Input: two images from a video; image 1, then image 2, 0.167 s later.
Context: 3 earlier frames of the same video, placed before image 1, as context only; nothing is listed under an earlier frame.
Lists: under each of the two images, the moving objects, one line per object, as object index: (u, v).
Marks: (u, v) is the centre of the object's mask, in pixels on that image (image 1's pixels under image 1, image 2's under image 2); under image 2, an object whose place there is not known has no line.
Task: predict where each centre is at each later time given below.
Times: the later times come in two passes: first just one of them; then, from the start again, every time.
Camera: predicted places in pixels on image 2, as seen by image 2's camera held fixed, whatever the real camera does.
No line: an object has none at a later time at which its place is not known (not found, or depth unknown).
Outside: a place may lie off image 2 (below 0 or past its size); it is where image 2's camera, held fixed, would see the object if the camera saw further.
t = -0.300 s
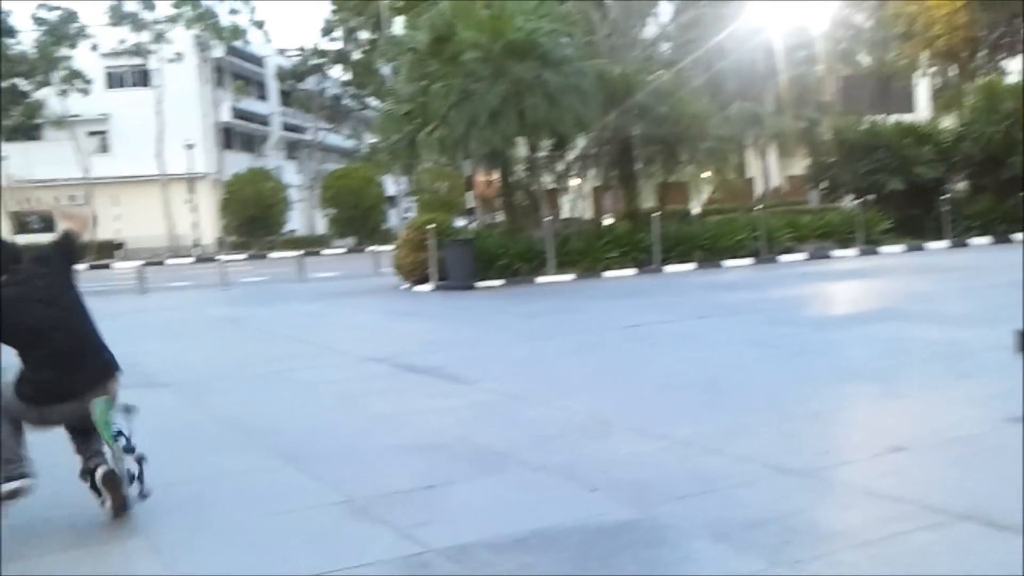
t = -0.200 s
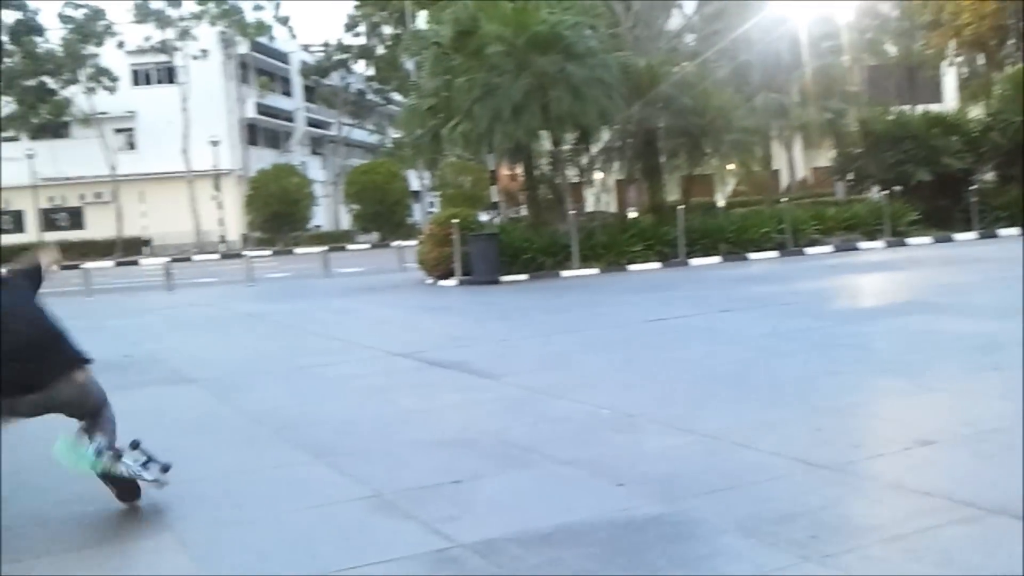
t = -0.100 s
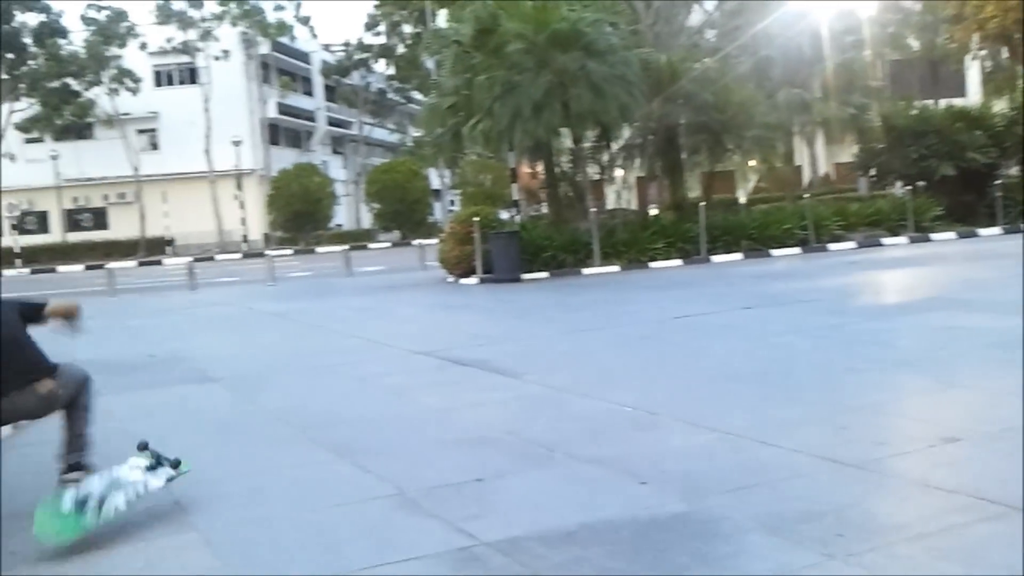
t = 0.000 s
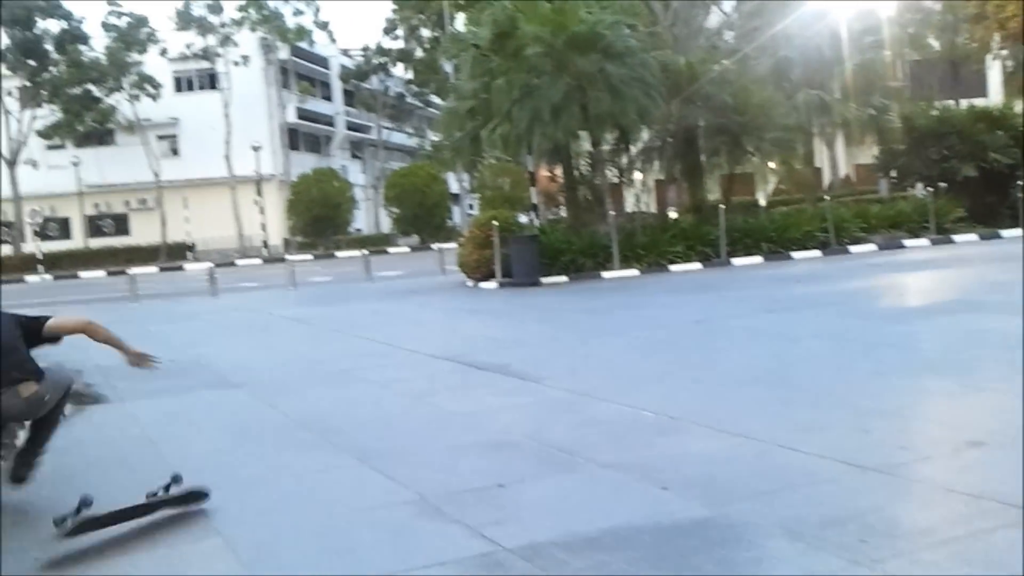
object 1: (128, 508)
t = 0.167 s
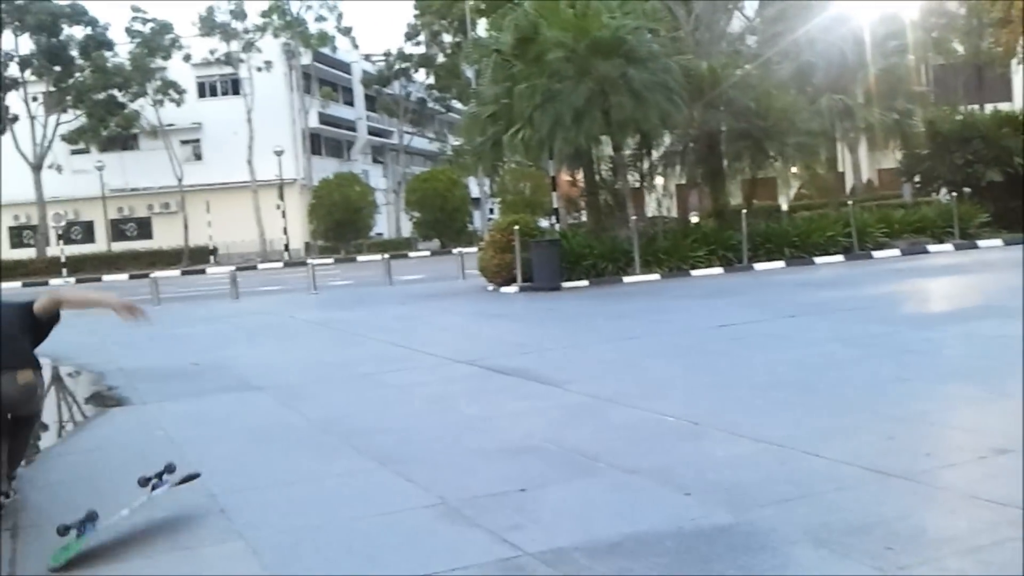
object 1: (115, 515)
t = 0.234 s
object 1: (115, 521)
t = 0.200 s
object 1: (115, 517)
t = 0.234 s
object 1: (115, 521)
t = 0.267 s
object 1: (104, 531)
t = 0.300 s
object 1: (102, 528)
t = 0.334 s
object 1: (103, 525)
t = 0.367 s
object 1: (103, 524)
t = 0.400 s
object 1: (102, 526)
